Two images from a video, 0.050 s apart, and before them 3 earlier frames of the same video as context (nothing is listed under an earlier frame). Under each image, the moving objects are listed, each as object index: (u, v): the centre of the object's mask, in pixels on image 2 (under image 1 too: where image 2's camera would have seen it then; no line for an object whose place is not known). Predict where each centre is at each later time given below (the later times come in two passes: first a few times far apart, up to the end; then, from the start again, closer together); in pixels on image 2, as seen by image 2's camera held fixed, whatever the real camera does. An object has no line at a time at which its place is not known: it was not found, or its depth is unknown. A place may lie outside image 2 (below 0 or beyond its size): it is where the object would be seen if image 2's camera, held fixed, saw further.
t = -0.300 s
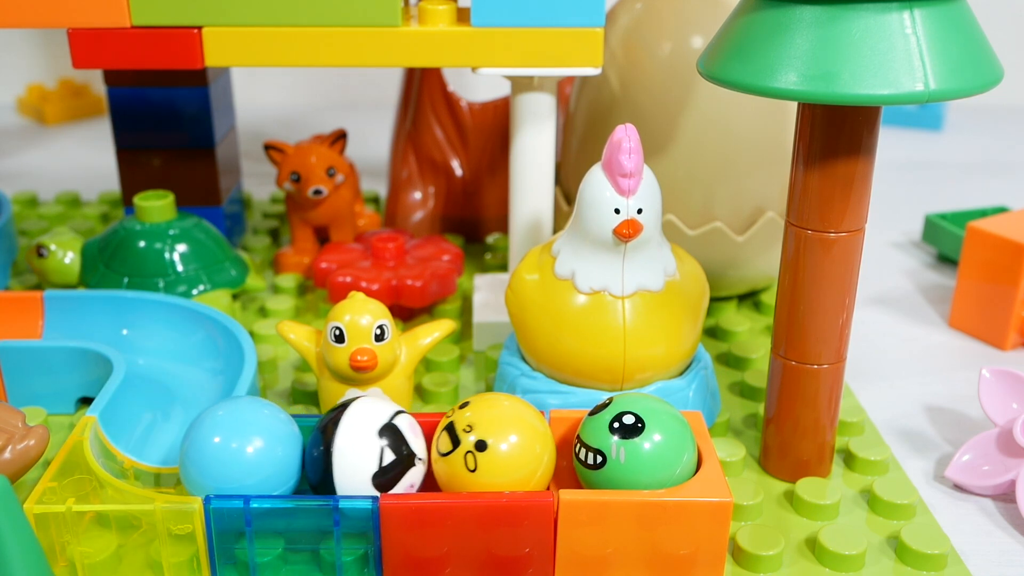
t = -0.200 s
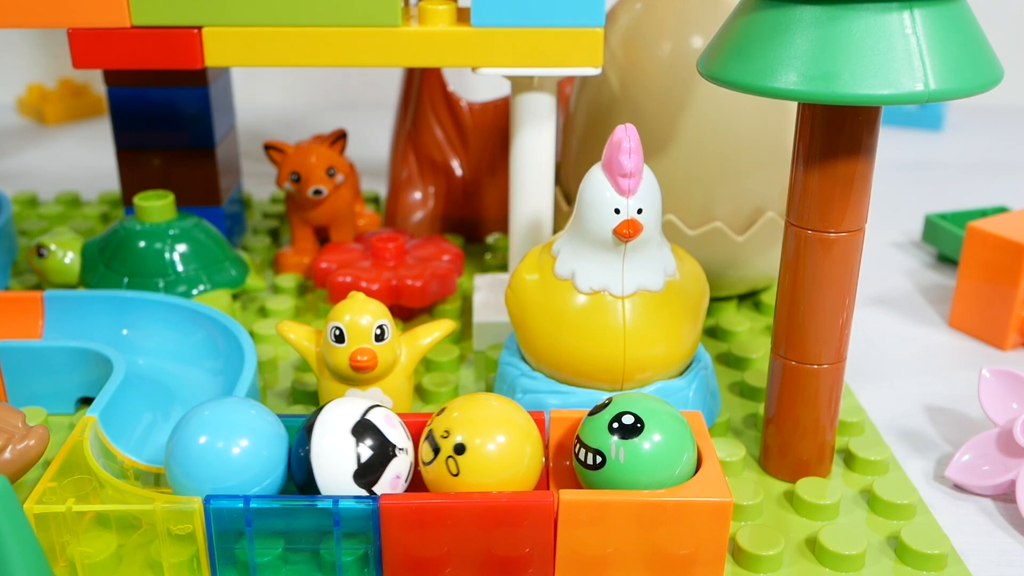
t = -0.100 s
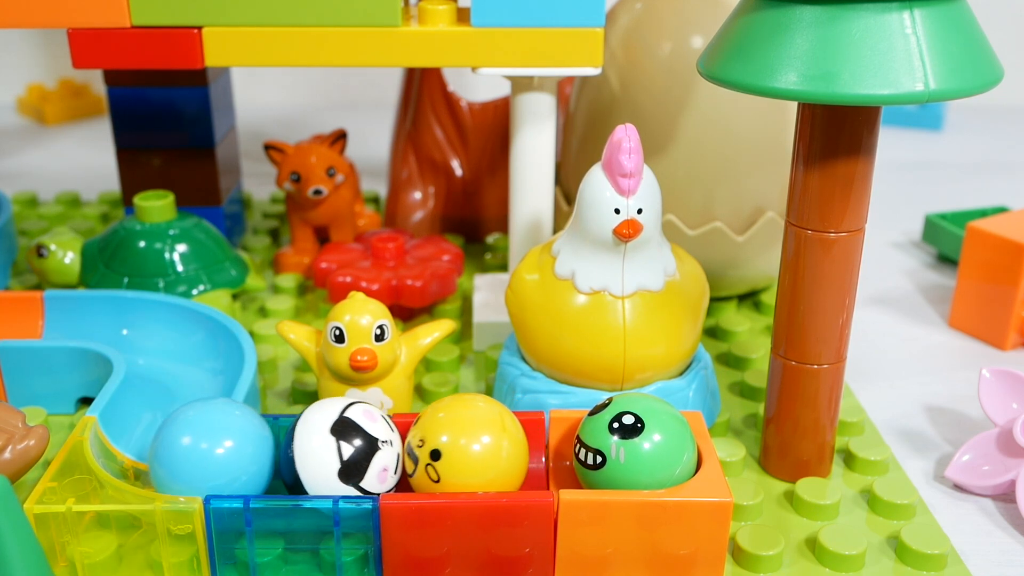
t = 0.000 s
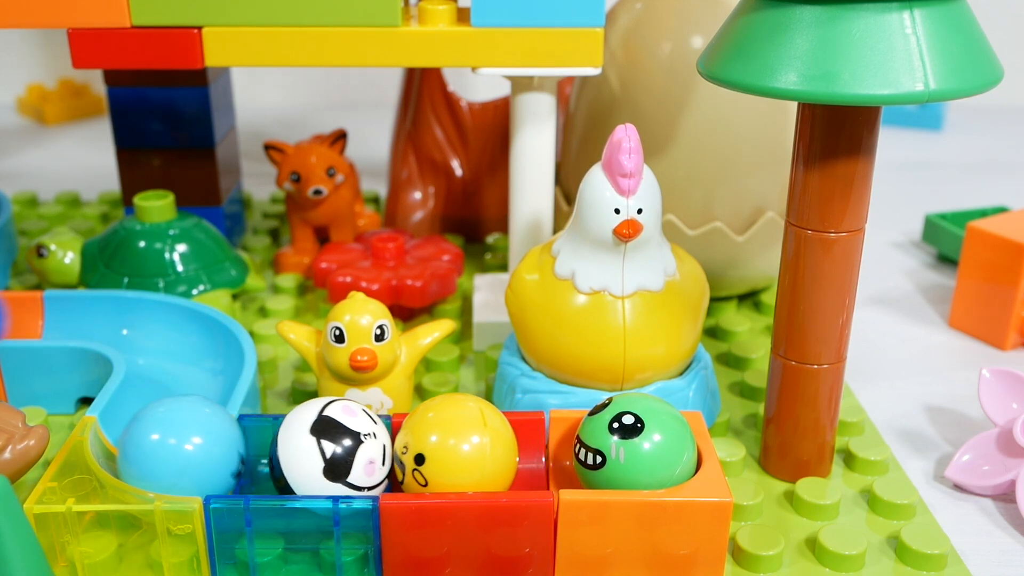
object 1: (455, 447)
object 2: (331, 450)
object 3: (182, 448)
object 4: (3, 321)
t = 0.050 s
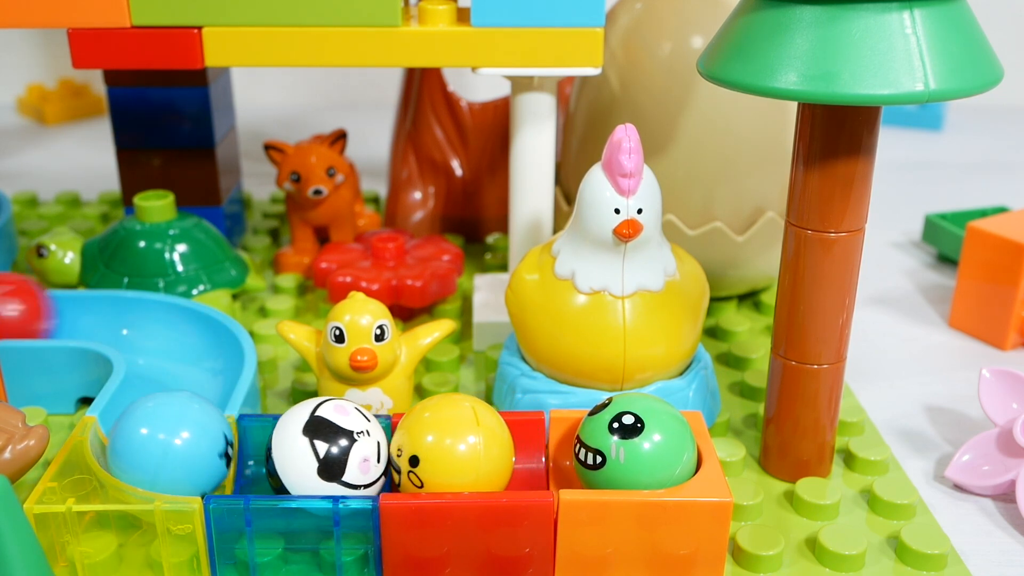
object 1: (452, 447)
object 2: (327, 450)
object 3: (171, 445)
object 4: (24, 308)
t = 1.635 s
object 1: (455, 447)
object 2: (331, 450)
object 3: (205, 451)
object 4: (152, 395)
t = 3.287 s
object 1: (454, 447)
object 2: (330, 450)
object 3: (198, 450)
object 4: (147, 325)
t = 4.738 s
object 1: (455, 447)
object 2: (331, 449)
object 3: (198, 450)
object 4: (176, 343)
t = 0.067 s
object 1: (451, 447)
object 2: (326, 450)
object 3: (168, 444)
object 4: (32, 307)
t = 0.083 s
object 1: (450, 447)
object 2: (325, 450)
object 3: (165, 442)
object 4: (41, 308)
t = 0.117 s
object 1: (448, 447)
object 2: (323, 450)
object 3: (160, 439)
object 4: (72, 309)
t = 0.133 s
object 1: (448, 447)
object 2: (323, 450)
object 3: (159, 437)
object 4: (87, 309)
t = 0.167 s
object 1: (447, 447)
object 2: (322, 450)
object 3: (155, 434)
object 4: (118, 314)
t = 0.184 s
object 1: (446, 447)
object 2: (321, 450)
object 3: (154, 431)
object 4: (131, 318)
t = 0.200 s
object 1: (446, 447)
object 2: (321, 450)
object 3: (154, 429)
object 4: (144, 322)
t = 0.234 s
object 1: (446, 447)
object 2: (321, 450)
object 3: (156, 424)
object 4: (164, 328)
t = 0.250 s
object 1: (445, 447)
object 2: (321, 450)
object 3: (156, 422)
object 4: (174, 332)
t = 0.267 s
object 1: (446, 447)
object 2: (321, 450)
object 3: (157, 419)
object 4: (182, 335)
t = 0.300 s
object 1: (446, 447)
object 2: (321, 450)
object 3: (160, 415)
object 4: (193, 343)
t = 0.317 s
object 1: (446, 447)
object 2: (321, 450)
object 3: (160, 417)
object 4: (194, 345)
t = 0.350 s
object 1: (446, 447)
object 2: (321, 450)
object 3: (154, 427)
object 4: (190, 349)
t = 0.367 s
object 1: (446, 447)
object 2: (321, 450)
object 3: (155, 430)
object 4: (190, 350)
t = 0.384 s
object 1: (446, 447)
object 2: (322, 450)
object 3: (157, 432)
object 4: (191, 352)
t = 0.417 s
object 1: (446, 447)
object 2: (322, 450)
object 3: (158, 436)
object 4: (188, 355)
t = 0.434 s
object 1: (447, 447)
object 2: (322, 450)
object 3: (161, 439)
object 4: (189, 356)
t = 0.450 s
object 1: (447, 447)
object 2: (322, 450)
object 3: (164, 440)
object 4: (189, 357)
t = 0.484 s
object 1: (447, 447)
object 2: (322, 450)
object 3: (170, 444)
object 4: (186, 360)
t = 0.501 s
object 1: (447, 447)
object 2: (322, 450)
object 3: (174, 445)
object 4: (185, 361)
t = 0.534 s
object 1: (447, 447)
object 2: (322, 450)
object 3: (184, 448)
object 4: (184, 362)
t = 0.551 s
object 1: (447, 447)
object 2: (322, 450)
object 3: (188, 449)
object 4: (183, 363)
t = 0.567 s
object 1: (447, 447)
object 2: (322, 450)
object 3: (194, 449)
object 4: (183, 365)
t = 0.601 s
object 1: (453, 447)
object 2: (323, 450)
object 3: (198, 450)
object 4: (181, 366)
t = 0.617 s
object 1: (457, 447)
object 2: (324, 450)
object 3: (199, 450)
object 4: (181, 367)
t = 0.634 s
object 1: (461, 447)
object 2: (325, 450)
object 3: (200, 450)
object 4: (181, 367)
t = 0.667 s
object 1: (468, 447)
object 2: (327, 450)
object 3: (201, 450)
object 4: (180, 368)
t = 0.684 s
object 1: (472, 447)
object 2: (328, 450)
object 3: (201, 450)
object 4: (179, 368)
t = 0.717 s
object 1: (479, 446)
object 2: (331, 450)
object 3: (202, 450)
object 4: (180, 369)
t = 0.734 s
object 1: (482, 447)
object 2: (332, 450)
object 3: (203, 450)
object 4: (180, 369)
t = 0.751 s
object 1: (485, 447)
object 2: (334, 450)
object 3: (203, 450)
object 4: (180, 369)
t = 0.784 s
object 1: (490, 446)
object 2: (338, 450)
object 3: (204, 451)
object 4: (180, 369)
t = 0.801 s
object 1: (493, 446)
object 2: (339, 450)
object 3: (204, 451)
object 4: (179, 369)
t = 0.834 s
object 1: (498, 446)
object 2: (343, 450)
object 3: (204, 451)
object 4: (180, 368)
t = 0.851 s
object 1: (500, 446)
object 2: (345, 450)
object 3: (204, 451)
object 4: (180, 368)
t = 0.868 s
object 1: (502, 446)
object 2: (347, 450)
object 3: (204, 451)
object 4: (180, 368)
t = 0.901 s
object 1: (505, 446)
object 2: (352, 450)
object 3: (203, 451)
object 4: (181, 367)
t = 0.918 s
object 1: (506, 446)
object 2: (354, 450)
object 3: (203, 451)
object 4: (181, 367)
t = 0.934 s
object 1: (507, 446)
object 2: (356, 450)
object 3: (203, 450)
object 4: (181, 367)
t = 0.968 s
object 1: (508, 446)
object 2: (361, 450)
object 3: (203, 450)
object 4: (181, 366)
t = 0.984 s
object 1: (508, 446)
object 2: (363, 450)
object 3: (203, 450)
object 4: (182, 365)
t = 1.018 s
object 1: (508, 446)
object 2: (366, 450)
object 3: (203, 450)
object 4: (182, 365)
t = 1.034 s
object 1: (508, 446)
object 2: (368, 450)
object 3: (203, 450)
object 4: (182, 364)
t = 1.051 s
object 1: (508, 446)
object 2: (369, 450)
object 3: (203, 450)
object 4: (183, 364)
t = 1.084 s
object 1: (508, 446)
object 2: (372, 450)
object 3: (202, 450)
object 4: (183, 363)
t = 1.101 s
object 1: (507, 446)
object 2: (373, 450)
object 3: (202, 450)
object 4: (183, 362)
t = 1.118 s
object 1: (506, 446)
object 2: (374, 450)
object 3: (202, 450)
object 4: (184, 362)
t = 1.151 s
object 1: (504, 446)
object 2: (374, 450)
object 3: (202, 450)
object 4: (184, 361)
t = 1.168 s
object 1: (503, 446)
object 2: (374, 450)
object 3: (202, 450)
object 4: (185, 360)
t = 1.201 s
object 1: (499, 446)
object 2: (372, 450)
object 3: (202, 450)
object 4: (185, 359)
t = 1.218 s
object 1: (497, 446)
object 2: (371, 450)
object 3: (202, 450)
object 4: (185, 358)
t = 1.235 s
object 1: (496, 446)
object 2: (370, 450)
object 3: (202, 450)
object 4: (185, 357)
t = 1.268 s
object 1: (492, 446)
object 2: (367, 450)
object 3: (202, 450)
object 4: (187, 359)
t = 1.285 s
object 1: (490, 446)
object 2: (366, 450)
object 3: (202, 450)
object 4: (183, 364)
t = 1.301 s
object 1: (488, 446)
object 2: (364, 450)
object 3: (202, 450)
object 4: (181, 366)
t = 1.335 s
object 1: (485, 446)
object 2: (360, 450)
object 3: (202, 450)
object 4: (180, 369)
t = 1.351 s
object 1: (483, 446)
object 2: (358, 450)
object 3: (202, 450)
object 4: (177, 372)
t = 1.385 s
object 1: (479, 447)
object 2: (355, 450)
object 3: (202, 450)
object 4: (172, 376)
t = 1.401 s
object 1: (477, 447)
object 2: (353, 450)
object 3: (202, 450)
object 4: (171, 378)
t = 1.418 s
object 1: (475, 447)
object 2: (351, 450)
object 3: (202, 450)
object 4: (169, 380)
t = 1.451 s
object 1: (471, 447)
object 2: (347, 450)
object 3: (202, 450)
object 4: (162, 385)
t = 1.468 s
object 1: (470, 447)
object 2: (345, 450)
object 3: (202, 450)
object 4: (160, 387)
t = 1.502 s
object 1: (466, 447)
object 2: (342, 450)
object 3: (202, 451)
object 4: (157, 391)
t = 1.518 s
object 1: (465, 447)
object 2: (340, 450)
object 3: (204, 451)
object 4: (156, 393)
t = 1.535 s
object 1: (463, 447)
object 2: (339, 450)
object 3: (206, 451)
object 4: (155, 394)
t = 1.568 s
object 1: (460, 447)
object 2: (336, 450)
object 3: (207, 451)
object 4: (155, 394)
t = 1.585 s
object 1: (459, 447)
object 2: (335, 450)
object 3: (206, 451)
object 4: (154, 395)
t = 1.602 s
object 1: (458, 447)
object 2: (333, 450)
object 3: (206, 451)
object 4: (153, 396)
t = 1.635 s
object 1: (455, 447)
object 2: (331, 450)
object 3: (205, 451)
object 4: (152, 395)
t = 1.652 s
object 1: (455, 447)
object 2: (330, 450)
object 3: (205, 451)
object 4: (153, 395)
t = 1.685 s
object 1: (454, 447)
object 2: (330, 450)
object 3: (205, 451)
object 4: (156, 393)
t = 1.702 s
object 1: (454, 447)
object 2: (330, 450)
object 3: (205, 451)
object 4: (157, 393)
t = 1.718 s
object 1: (454, 447)
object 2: (330, 450)
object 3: (204, 451)
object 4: (158, 392)
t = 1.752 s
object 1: (454, 447)
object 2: (330, 450)
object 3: (204, 451)
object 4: (156, 392)
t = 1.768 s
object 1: (454, 447)
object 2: (330, 450)
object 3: (203, 451)
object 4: (156, 392)
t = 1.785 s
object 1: (454, 447)
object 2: (330, 450)
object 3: (203, 450)
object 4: (156, 391)
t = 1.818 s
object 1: (454, 447)
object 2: (330, 450)
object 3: (202, 450)
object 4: (159, 389)
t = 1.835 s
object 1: (454, 447)
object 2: (330, 450)
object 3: (202, 450)
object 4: (160, 389)
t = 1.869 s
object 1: (454, 447)
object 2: (330, 450)
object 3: (201, 450)
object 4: (161, 387)
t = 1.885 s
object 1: (454, 447)
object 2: (330, 450)
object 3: (201, 450)
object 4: (162, 387)
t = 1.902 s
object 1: (454, 447)
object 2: (330, 450)
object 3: (200, 450)
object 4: (163, 386)
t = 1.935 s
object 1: (454, 447)
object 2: (330, 450)
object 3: (200, 450)
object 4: (165, 384)
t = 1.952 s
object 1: (454, 447)
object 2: (330, 450)
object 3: (199, 450)
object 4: (166, 383)
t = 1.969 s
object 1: (454, 447)
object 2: (330, 450)
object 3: (199, 450)
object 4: (167, 382)
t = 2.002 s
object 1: (454, 447)
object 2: (330, 450)
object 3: (199, 450)
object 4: (169, 379)
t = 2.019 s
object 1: (454, 447)
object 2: (330, 450)
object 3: (198, 450)
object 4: (170, 378)
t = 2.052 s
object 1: (454, 447)
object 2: (330, 450)
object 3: (198, 450)
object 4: (171, 376)
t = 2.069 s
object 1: (454, 447)
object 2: (330, 450)
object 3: (198, 450)
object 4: (172, 375)
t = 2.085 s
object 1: (454, 447)
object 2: (330, 450)
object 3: (197, 450)
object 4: (174, 374)
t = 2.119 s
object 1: (454, 447)
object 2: (330, 450)
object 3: (197, 450)
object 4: (176, 372)
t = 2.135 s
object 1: (454, 447)
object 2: (330, 450)
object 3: (197, 450)
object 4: (177, 372)
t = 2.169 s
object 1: (454, 447)
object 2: (330, 450)
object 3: (197, 450)
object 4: (178, 370)
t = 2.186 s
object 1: (454, 447)
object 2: (330, 450)
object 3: (197, 450)
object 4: (178, 370)
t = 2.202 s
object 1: (454, 447)
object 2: (330, 450)
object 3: (198, 450)
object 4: (179, 369)
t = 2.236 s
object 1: (454, 447)
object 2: (330, 450)
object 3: (198, 450)
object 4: (181, 367)
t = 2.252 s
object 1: (454, 447)
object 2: (330, 450)
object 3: (198, 450)
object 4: (182, 366)
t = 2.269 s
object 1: (454, 447)
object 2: (330, 450)
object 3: (198, 450)
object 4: (182, 365)
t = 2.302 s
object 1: (454, 447)
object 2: (330, 450)
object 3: (198, 450)
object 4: (182, 364)
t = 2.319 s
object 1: (454, 447)
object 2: (330, 450)
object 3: (198, 450)
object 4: (183, 363)
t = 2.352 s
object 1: (454, 447)
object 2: (330, 450)
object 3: (198, 450)
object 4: (185, 361)
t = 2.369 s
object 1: (454, 447)
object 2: (330, 450)
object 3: (198, 450)
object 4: (186, 360)
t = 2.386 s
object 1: (454, 447)
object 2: (330, 450)
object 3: (198, 450)
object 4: (186, 359)
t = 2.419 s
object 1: (454, 447)
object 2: (330, 450)
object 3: (198, 450)
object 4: (185, 357)
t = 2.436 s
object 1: (454, 447)
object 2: (330, 450)
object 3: (198, 450)
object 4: (185, 356)
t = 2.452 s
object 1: (454, 447)
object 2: (330, 450)
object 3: (198, 450)
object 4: (184, 355)
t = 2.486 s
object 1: (454, 447)
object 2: (330, 450)
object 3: (198, 450)
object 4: (183, 353)
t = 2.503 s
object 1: (454, 447)
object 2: (330, 450)
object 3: (198, 450)
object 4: (183, 351)
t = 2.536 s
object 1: (454, 447)
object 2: (330, 450)
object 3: (198, 450)
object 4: (181, 349)
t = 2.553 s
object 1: (454, 447)
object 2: (330, 450)
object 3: (198, 450)
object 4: (180, 348)
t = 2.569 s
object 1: (454, 447)
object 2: (330, 450)
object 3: (198, 450)
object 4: (179, 346)
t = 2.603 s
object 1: (454, 447)
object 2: (330, 450)
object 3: (198, 450)
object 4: (176, 343)
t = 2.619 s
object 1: (454, 447)
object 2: (330, 450)
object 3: (198, 450)
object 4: (175, 341)
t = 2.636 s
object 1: (454, 447)
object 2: (330, 450)
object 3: (198, 450)
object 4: (173, 340)
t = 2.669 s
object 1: (454, 447)
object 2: (330, 450)
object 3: (198, 450)
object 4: (169, 338)
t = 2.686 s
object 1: (454, 447)
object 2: (330, 450)
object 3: (198, 450)
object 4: (168, 337)
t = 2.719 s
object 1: (454, 447)
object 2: (330, 450)
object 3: (198, 450)
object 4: (165, 334)
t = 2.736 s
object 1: (454, 447)
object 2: (330, 450)
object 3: (198, 450)
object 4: (163, 333)
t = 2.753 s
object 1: (454, 447)
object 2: (330, 450)
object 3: (198, 450)
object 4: (161, 332)
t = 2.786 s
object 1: (454, 447)
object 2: (330, 450)
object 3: (198, 450)
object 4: (157, 330)
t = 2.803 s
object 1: (454, 447)
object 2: (330, 450)
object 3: (198, 450)
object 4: (156, 329)
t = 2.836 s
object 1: (454, 447)
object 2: (330, 450)
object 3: (198, 450)
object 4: (153, 327)
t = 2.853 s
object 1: (454, 447)
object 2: (330, 450)
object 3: (198, 450)
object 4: (151, 327)
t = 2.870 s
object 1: (454, 447)
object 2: (330, 450)
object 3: (198, 450)
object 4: (150, 326)
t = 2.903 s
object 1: (454, 447)
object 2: (330, 450)
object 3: (198, 450)
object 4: (147, 325)
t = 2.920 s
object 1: (454, 447)
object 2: (330, 450)
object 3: (198, 450)
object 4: (145, 324)
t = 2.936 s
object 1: (454, 447)
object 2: (330, 450)
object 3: (198, 450)
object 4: (144, 323)
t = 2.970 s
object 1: (454, 447)
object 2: (330, 450)
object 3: (198, 450)
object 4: (142, 322)
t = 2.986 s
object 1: (454, 447)
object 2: (330, 450)
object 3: (198, 450)
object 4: (142, 322)
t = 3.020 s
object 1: (454, 447)
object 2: (330, 450)
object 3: (198, 450)
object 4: (141, 322)
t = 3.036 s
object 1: (454, 447)
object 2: (330, 450)
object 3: (198, 450)
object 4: (141, 322)
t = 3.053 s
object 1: (454, 447)
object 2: (330, 450)
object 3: (198, 450)
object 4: (141, 322)
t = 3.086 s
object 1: (454, 447)
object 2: (330, 450)
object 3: (198, 450)
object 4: (141, 322)
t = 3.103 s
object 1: (454, 447)
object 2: (330, 450)
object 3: (198, 450)
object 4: (141, 322)
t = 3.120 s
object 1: (454, 447)
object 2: (330, 450)
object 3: (198, 450)
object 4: (141, 322)
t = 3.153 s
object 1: (454, 447)
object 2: (330, 450)
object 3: (198, 450)
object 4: (142, 323)
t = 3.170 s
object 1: (454, 447)
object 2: (330, 450)
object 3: (198, 450)
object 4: (142, 323)
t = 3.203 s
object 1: (454, 447)
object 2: (330, 450)
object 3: (198, 450)
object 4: (143, 323)
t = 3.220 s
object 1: (454, 447)
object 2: (330, 450)
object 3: (198, 450)
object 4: (144, 323)
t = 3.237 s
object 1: (454, 447)
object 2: (330, 450)
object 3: (198, 450)
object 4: (145, 324)
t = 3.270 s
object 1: (454, 447)
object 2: (330, 450)
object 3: (198, 450)
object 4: (146, 324)
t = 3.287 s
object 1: (454, 447)
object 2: (330, 450)
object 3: (198, 450)
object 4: (147, 325)
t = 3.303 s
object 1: (454, 447)
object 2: (330, 450)
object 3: (198, 450)
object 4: (148, 325)
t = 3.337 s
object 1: (454, 447)
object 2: (330, 450)
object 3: (198, 450)
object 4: (150, 326)
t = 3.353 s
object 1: (454, 447)
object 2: (330, 450)
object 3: (198, 450)
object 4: (151, 327)
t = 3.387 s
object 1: (454, 447)
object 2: (330, 450)
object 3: (198, 450)
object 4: (153, 328)
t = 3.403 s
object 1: (454, 447)
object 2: (330, 450)
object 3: (198, 450)
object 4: (154, 328)
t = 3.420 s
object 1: (454, 447)
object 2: (330, 450)
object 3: (198, 450)
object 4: (155, 329)
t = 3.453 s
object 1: (454, 447)
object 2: (330, 450)
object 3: (198, 450)
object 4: (158, 330)
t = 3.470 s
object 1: (454, 447)
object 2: (330, 450)
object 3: (198, 450)
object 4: (159, 331)
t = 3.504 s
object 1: (454, 447)
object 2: (330, 450)
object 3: (198, 450)
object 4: (162, 333)
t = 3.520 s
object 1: (454, 447)
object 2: (330, 450)
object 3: (198, 450)
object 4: (163, 333)
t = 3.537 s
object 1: (454, 447)
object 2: (330, 450)
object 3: (198, 450)
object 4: (165, 334)
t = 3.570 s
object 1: (454, 447)
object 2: (330, 450)
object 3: (198, 450)
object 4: (167, 336)
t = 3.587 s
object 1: (454, 447)
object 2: (330, 450)
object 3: (198, 450)
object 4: (168, 337)
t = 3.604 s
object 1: (454, 447)
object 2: (330, 450)
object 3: (198, 450)
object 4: (169, 338)
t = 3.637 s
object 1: (454, 447)
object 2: (330, 450)
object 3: (198, 450)
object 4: (171, 340)
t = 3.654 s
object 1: (454, 447)
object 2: (330, 450)
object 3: (198, 450)
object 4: (171, 340)
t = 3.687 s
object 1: (454, 447)
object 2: (330, 450)
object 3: (198, 450)
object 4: (173, 342)
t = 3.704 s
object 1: (454, 447)
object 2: (330, 450)
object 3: (198, 450)
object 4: (174, 342)
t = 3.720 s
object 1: (454, 447)
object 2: (330, 450)
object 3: (198, 450)
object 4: (175, 343)
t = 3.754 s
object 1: (454, 447)
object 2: (330, 450)
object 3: (198, 450)
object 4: (176, 344)
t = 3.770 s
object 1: (454, 447)
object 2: (330, 450)
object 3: (198, 450)
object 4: (177, 345)
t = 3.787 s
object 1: (454, 447)
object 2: (330, 450)
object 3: (198, 450)
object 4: (177, 346)
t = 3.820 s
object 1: (454, 447)
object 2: (330, 450)
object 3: (198, 450)
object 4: (179, 347)
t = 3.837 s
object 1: (454, 447)
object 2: (330, 450)
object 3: (198, 450)
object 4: (179, 347)
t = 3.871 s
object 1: (454, 447)
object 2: (330, 450)
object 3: (198, 450)
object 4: (179, 348)
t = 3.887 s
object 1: (454, 447)
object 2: (330, 450)
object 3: (198, 450)
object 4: (180, 349)
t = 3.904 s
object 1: (454, 447)
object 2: (330, 450)
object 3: (198, 450)
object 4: (180, 349)
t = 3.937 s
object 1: (454, 447)
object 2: (330, 450)
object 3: (198, 450)
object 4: (180, 350)
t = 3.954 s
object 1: (454, 447)
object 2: (330, 450)
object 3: (198, 450)
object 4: (181, 350)
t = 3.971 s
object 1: (454, 447)
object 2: (330, 450)
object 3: (198, 450)
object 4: (181, 351)
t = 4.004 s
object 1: (454, 447)
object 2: (330, 450)
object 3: (198, 450)
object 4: (182, 351)
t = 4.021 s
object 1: (454, 447)
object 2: (330, 450)
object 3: (198, 450)
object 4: (182, 351)
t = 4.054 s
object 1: (454, 447)
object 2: (330, 450)
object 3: (198, 450)
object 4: (182, 352)
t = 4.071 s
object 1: (454, 447)
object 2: (330, 450)
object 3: (198, 450)
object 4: (182, 352)
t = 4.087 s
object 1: (454, 447)
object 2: (330, 450)
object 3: (198, 450)
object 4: (182, 352)
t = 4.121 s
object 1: (454, 447)
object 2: (330, 450)
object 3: (198, 450)
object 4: (182, 352)
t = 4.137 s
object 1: (454, 447)
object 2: (330, 450)
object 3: (198, 450)
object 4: (182, 352)
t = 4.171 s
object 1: (454, 447)
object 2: (330, 450)
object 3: (198, 450)
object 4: (182, 352)
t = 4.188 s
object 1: (454, 447)
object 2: (330, 450)
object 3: (198, 450)
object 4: (182, 352)
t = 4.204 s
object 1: (454, 447)
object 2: (330, 450)
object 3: (198, 450)
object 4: (182, 352)
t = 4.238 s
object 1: (454, 447)
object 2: (330, 450)
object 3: (198, 450)
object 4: (182, 352)
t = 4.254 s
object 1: (454, 447)
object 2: (330, 450)
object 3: (198, 450)
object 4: (182, 352)
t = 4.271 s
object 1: (454, 447)
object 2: (330, 450)
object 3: (198, 450)
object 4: (182, 351)
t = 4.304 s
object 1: (454, 447)
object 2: (330, 450)
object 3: (198, 450)
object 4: (182, 351)
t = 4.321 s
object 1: (454, 447)
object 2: (330, 450)
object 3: (198, 450)
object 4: (182, 351)
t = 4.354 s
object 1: (454, 447)
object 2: (330, 450)
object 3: (198, 450)
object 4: (182, 351)
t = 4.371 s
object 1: (454, 447)
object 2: (330, 450)
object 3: (198, 450)
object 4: (181, 351)
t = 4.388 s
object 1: (454, 447)
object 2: (330, 450)
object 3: (198, 450)
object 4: (181, 350)
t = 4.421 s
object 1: (454, 447)
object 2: (330, 450)
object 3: (198, 450)
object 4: (181, 350)
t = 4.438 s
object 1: (454, 447)
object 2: (330, 450)
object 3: (198, 450)
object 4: (180, 350)
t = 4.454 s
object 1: (454, 447)
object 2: (330, 450)
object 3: (198, 450)
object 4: (180, 349)
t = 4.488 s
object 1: (454, 447)
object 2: (330, 450)
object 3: (198, 450)
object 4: (180, 349)
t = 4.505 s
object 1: (454, 447)
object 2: (330, 450)
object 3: (198, 450)
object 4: (180, 349)
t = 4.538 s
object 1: (454, 447)
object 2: (330, 450)
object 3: (198, 450)
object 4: (179, 348)
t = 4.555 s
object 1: (454, 447)
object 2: (330, 450)
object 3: (198, 450)
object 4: (179, 348)
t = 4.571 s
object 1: (454, 447)
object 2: (330, 450)
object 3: (198, 450)
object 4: (179, 348)
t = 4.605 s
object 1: (454, 447)
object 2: (330, 450)
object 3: (198, 450)
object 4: (178, 347)
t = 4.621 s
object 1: (454, 447)
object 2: (330, 450)
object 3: (198, 450)
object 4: (178, 346)
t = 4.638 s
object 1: (454, 447)
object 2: (330, 450)
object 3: (198, 450)
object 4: (177, 346)
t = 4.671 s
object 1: (454, 447)
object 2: (330, 450)
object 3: (198, 450)
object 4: (177, 345)
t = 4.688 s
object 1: (454, 447)
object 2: (330, 450)
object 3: (198, 450)
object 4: (177, 344)
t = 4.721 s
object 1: (454, 447)
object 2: (330, 450)
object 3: (198, 450)
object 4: (176, 343)
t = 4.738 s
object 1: (455, 447)
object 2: (331, 449)
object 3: (198, 450)
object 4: (176, 343)
